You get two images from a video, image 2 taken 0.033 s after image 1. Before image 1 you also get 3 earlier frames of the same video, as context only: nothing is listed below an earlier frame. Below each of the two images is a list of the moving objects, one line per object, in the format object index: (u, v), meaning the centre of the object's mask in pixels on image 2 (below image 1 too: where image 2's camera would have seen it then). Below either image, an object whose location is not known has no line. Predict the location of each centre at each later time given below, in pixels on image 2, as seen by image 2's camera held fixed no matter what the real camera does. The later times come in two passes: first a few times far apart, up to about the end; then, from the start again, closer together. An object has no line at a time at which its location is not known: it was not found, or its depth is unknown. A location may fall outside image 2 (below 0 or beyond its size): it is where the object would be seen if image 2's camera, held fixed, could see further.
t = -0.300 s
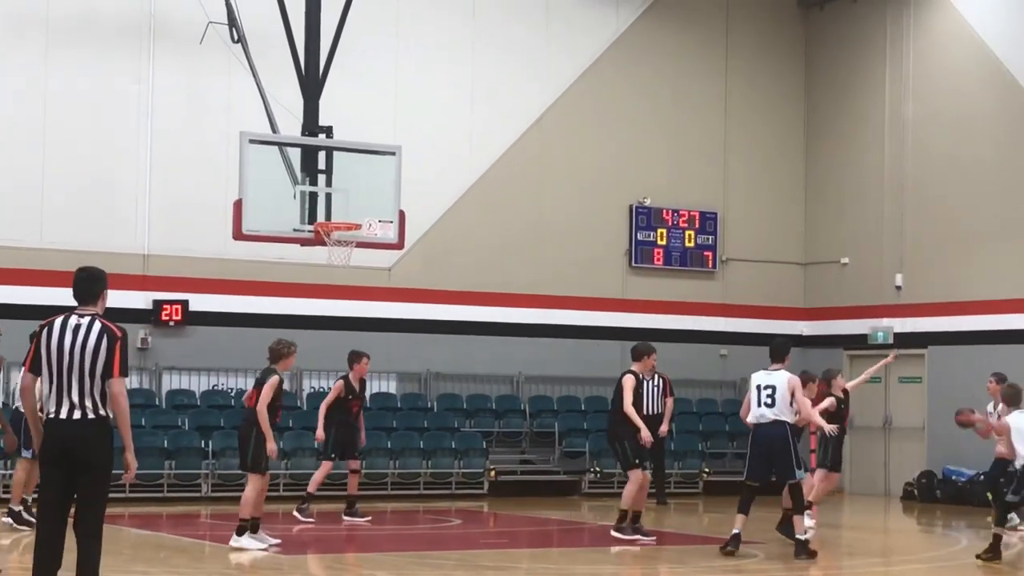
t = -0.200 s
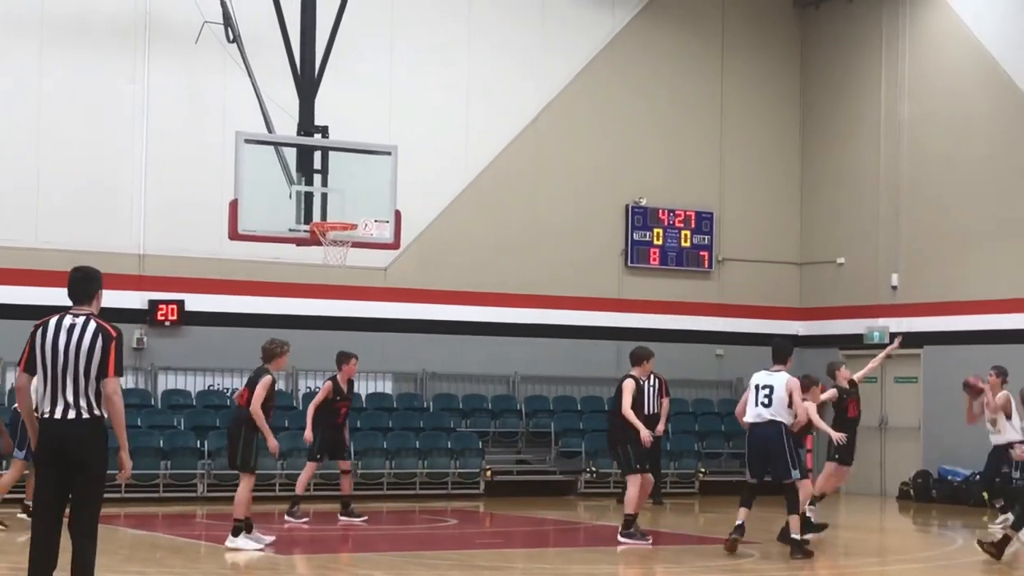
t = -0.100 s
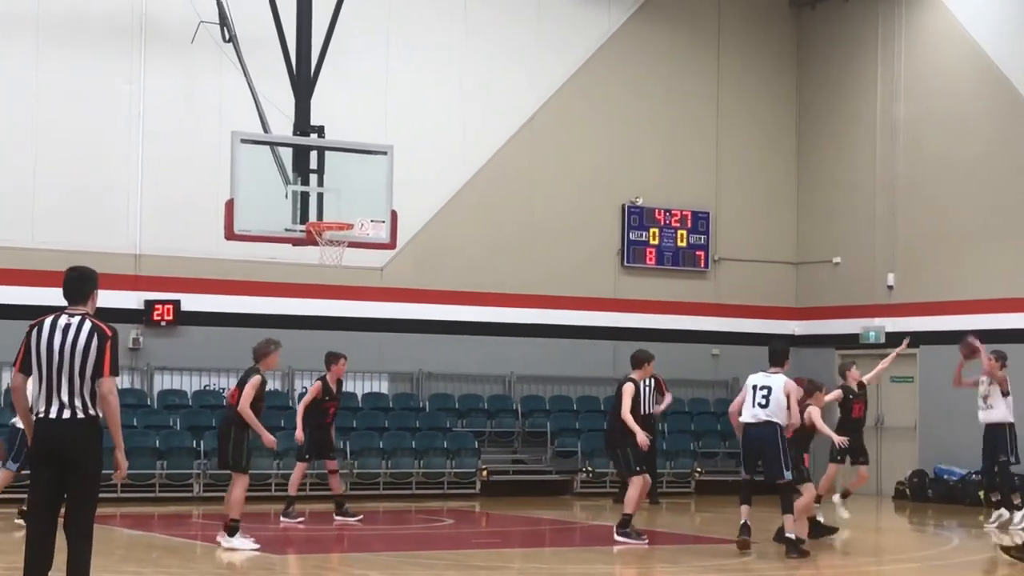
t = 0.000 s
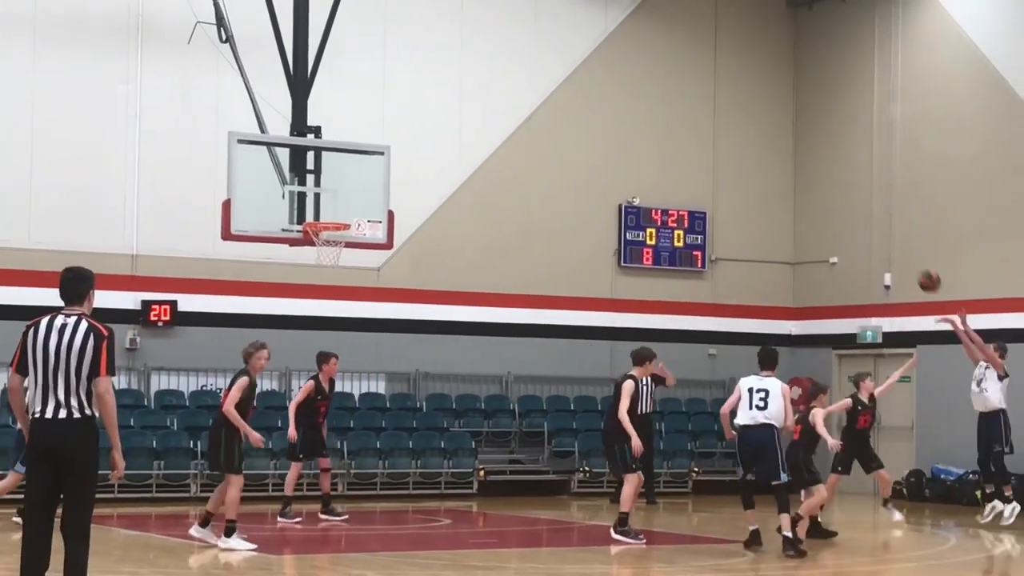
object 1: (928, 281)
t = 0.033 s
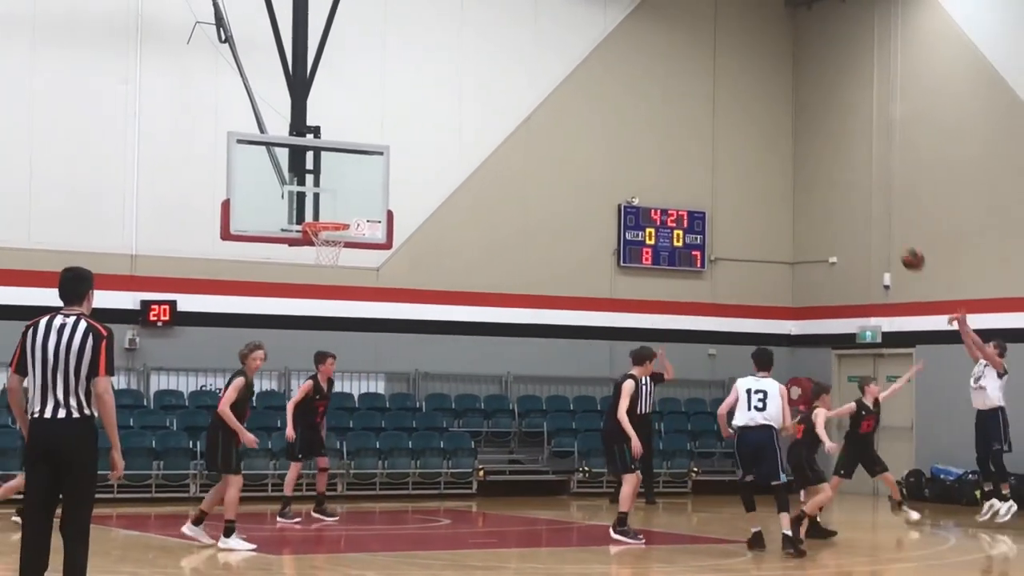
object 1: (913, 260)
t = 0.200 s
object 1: (834, 169)
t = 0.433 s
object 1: (727, 84)
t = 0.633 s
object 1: (635, 50)
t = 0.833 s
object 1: (542, 54)
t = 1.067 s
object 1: (435, 104)
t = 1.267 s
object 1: (345, 187)
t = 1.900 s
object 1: (370, 294)
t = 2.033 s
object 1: (377, 345)
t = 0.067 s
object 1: (898, 240)
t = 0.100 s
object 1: (882, 220)
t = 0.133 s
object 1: (866, 202)
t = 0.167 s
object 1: (851, 184)
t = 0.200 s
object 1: (834, 169)
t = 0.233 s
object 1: (819, 154)
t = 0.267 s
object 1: (804, 140)
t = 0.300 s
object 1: (788, 126)
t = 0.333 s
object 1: (773, 114)
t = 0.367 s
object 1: (757, 103)
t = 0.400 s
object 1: (742, 94)
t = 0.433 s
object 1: (727, 84)
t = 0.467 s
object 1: (712, 76)
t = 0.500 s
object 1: (696, 68)
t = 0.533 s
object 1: (680, 63)
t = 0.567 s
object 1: (665, 58)
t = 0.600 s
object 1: (649, 54)
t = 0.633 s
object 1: (635, 50)
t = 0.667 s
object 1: (619, 48)
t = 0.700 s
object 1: (603, 47)
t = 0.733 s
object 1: (588, 47)
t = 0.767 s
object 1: (573, 49)
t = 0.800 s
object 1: (558, 51)
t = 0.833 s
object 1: (542, 54)
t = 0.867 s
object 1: (527, 58)
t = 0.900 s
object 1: (511, 63)
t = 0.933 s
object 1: (496, 70)
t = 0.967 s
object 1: (481, 77)
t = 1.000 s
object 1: (466, 85)
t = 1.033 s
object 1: (450, 94)
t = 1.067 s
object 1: (435, 104)
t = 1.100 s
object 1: (420, 115)
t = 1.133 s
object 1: (405, 127)
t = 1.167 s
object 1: (391, 140)
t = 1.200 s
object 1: (375, 155)
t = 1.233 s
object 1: (360, 170)
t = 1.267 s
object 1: (345, 187)
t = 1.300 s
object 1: (330, 204)
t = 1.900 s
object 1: (370, 294)
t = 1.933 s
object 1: (371, 305)
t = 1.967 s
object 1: (373, 317)
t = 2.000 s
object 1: (374, 331)
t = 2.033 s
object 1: (377, 345)
